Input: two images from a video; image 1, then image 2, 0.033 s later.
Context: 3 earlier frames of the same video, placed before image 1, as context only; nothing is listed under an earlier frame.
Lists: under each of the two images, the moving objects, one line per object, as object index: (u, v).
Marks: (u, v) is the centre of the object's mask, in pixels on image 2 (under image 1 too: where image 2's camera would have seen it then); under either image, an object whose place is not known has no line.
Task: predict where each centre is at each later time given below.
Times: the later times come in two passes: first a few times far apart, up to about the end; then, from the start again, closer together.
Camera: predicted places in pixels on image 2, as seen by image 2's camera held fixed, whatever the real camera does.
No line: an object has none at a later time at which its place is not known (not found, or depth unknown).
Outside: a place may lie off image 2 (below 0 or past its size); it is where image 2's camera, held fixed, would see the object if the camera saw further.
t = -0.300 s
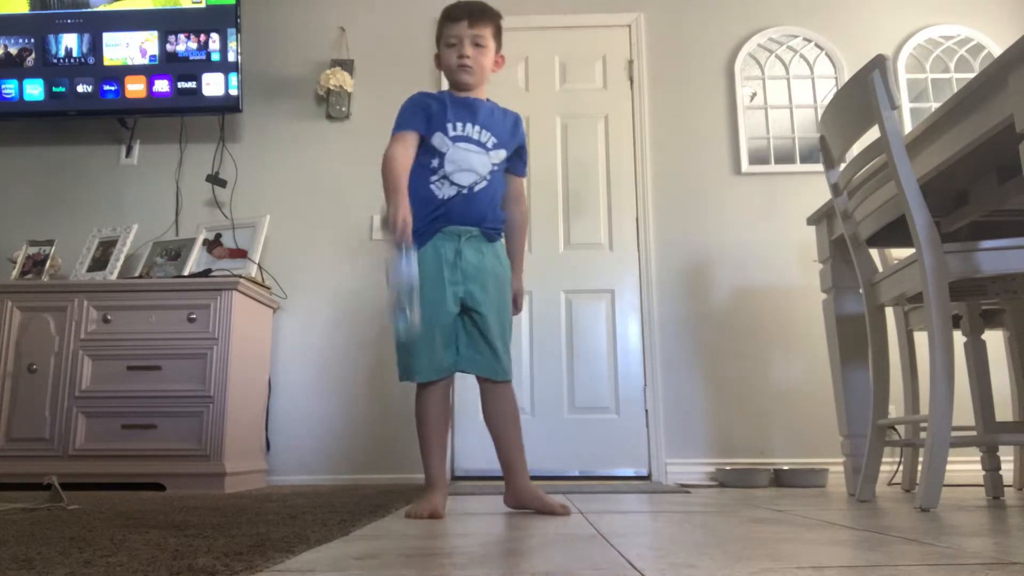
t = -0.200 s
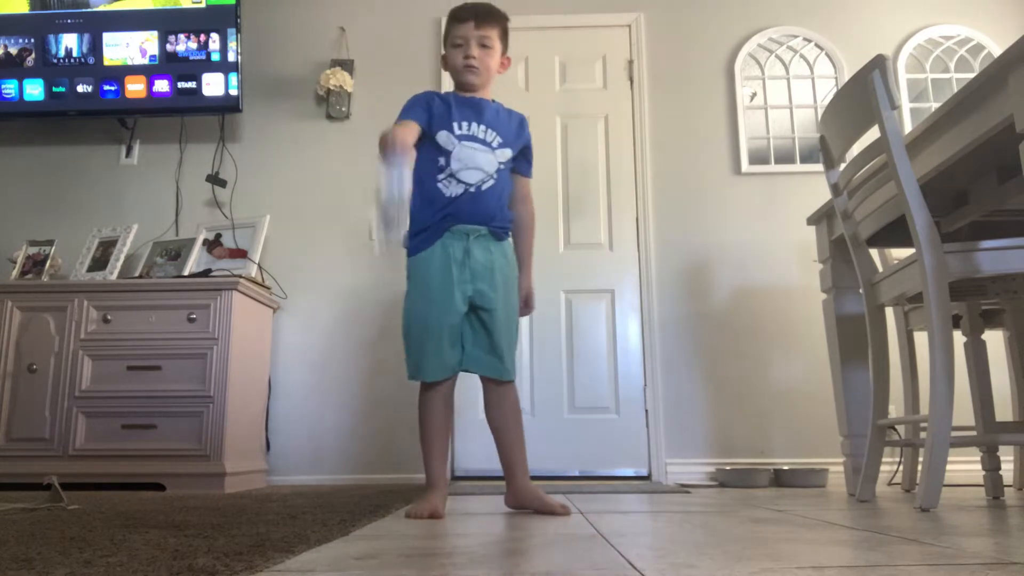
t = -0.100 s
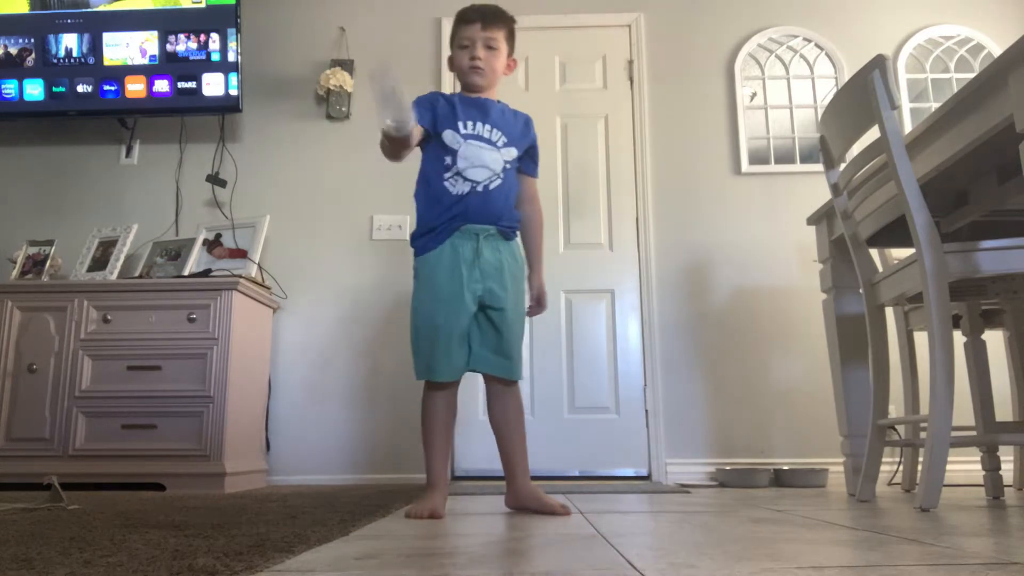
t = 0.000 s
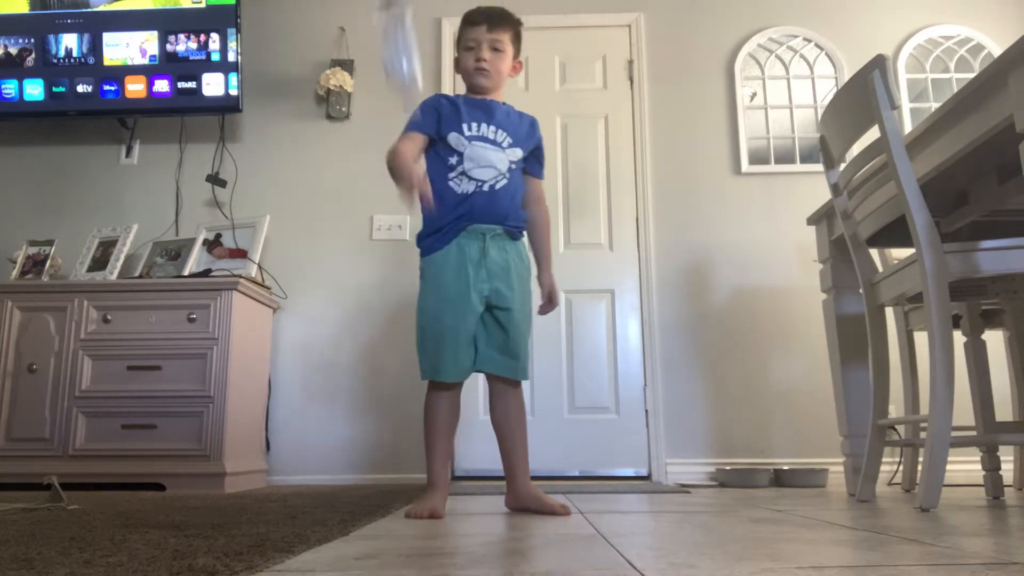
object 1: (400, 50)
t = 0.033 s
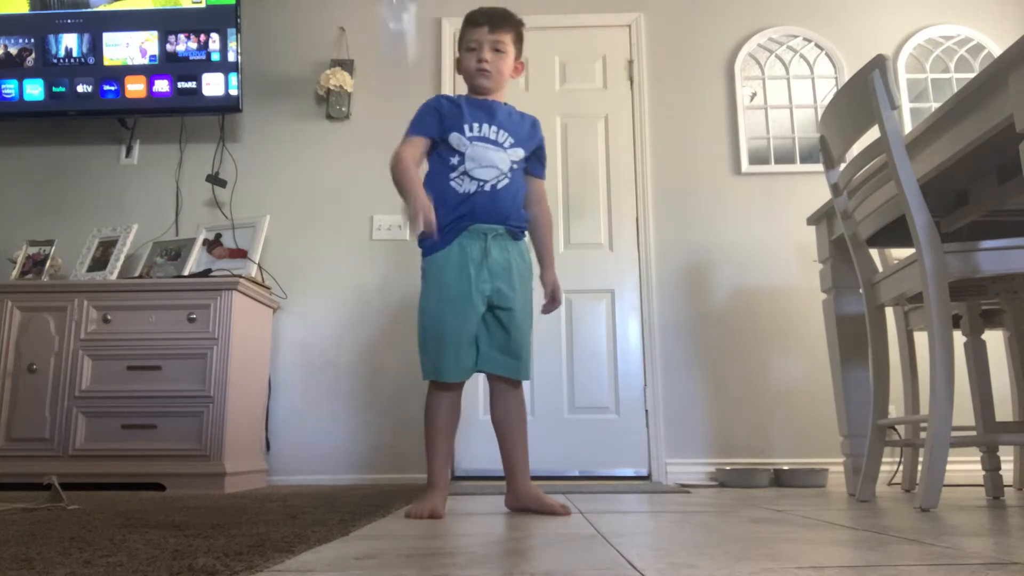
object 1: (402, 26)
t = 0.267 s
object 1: (406, 77)
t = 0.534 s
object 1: (413, 490)
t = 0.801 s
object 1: (408, 528)
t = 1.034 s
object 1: (406, 528)
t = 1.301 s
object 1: (404, 529)
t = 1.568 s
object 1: (406, 528)
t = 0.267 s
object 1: (406, 77)
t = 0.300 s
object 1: (410, 114)
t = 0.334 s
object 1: (411, 155)
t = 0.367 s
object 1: (411, 195)
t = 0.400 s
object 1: (412, 255)
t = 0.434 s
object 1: (417, 316)
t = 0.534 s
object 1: (413, 490)
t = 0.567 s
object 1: (413, 493)
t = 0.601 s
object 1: (411, 495)
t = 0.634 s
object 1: (410, 504)
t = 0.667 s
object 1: (411, 513)
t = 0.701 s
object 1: (404, 525)
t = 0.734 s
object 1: (406, 528)
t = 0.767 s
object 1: (406, 528)
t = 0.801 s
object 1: (408, 528)
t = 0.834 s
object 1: (408, 527)
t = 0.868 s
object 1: (408, 528)
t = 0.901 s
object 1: (408, 528)
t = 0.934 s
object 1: (407, 528)
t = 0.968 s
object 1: (407, 528)
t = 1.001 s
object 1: (407, 528)
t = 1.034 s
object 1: (406, 528)
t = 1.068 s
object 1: (406, 528)
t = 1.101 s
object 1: (405, 528)
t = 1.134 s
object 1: (404, 529)
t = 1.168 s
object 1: (404, 528)
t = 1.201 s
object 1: (404, 529)
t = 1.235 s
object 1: (404, 528)
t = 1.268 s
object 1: (404, 528)
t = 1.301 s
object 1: (404, 529)
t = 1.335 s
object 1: (404, 529)
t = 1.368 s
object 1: (404, 528)
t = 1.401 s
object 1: (405, 528)
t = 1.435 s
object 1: (405, 528)
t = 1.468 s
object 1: (406, 528)
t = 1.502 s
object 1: (406, 528)
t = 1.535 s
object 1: (406, 528)
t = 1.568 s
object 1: (406, 528)
